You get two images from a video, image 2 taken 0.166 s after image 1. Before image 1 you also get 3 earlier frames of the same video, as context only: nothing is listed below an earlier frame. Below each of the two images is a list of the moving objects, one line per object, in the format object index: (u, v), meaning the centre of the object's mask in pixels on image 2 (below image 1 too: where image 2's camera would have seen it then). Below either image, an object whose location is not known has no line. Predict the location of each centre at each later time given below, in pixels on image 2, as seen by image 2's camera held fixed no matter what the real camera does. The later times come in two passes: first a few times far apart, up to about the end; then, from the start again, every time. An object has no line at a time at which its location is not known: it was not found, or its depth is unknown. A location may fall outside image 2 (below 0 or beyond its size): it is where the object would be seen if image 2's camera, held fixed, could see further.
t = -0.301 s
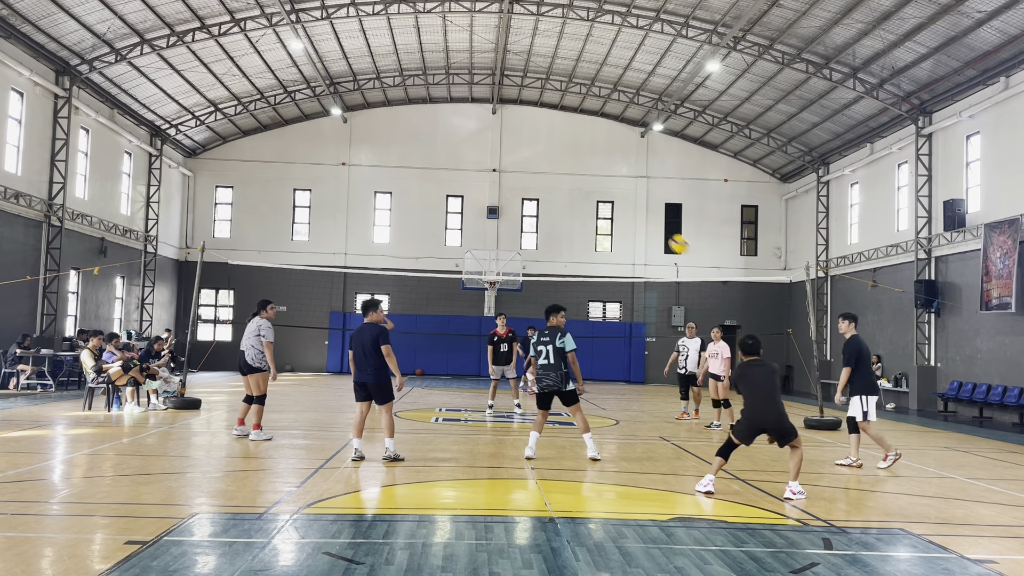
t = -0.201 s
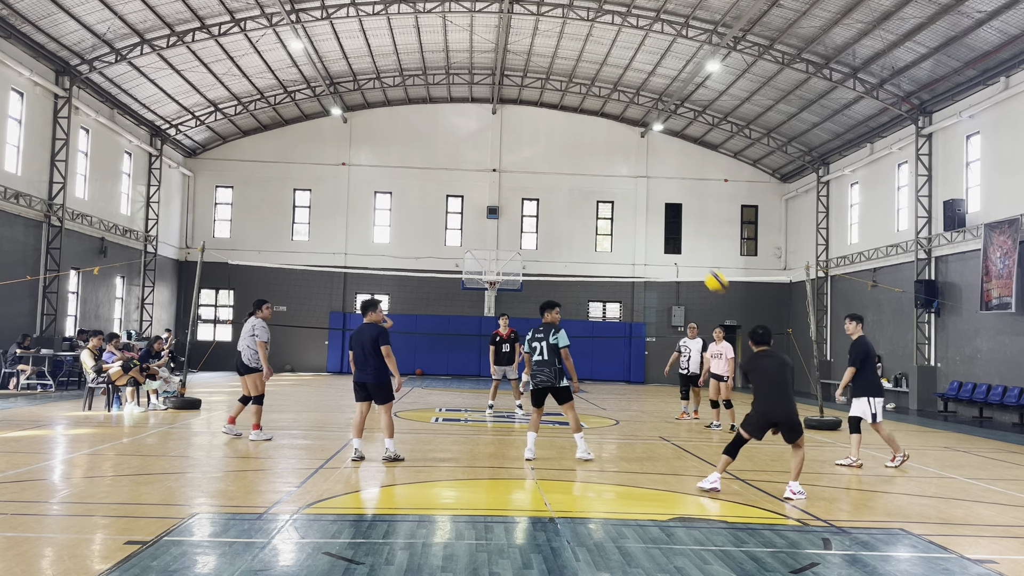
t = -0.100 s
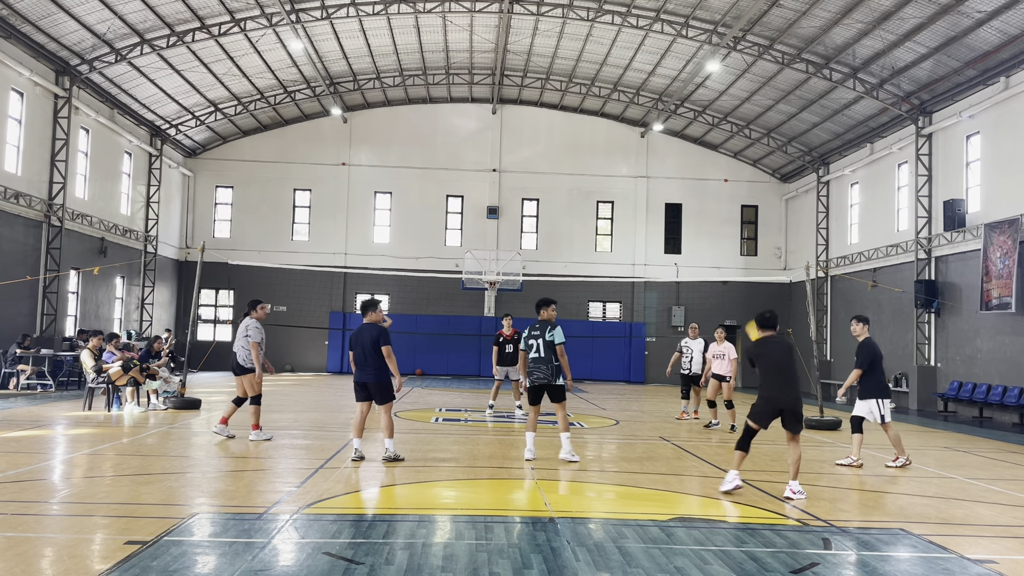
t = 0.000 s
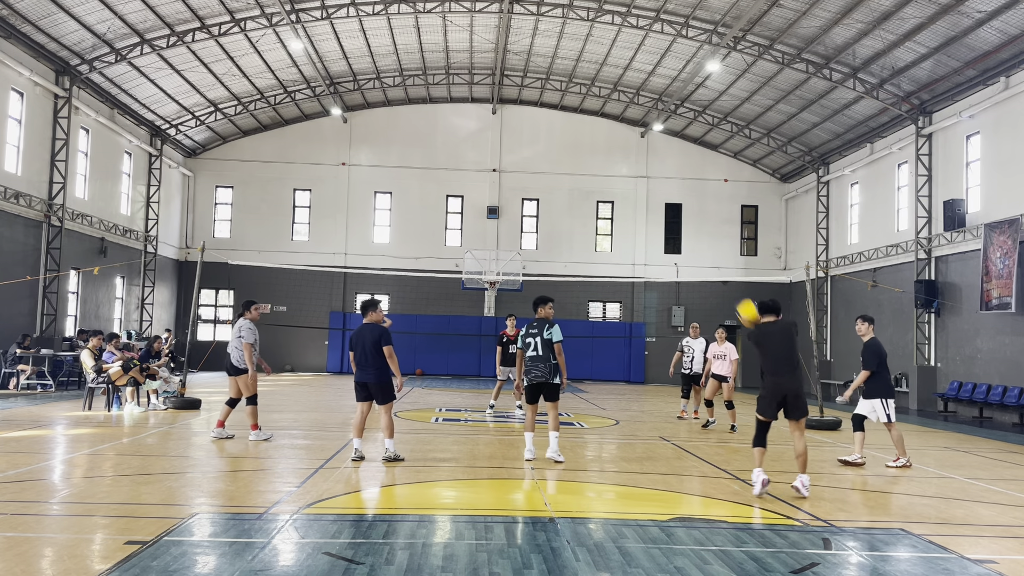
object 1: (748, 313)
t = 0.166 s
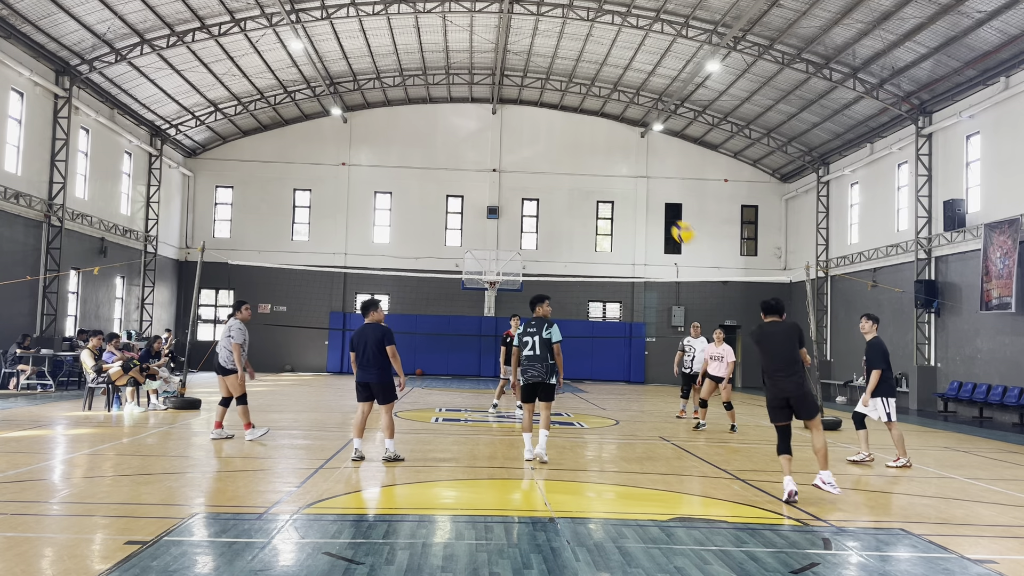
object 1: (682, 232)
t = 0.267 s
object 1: (649, 203)
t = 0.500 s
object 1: (578, 179)
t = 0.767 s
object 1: (508, 207)
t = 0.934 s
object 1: (470, 250)
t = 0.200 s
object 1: (672, 222)
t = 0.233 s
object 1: (661, 212)
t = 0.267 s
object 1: (649, 203)
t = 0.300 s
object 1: (638, 196)
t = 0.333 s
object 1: (627, 190)
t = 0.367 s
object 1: (617, 186)
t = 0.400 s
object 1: (606, 183)
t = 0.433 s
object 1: (597, 180)
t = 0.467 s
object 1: (587, 179)
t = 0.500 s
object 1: (578, 179)
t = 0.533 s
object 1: (569, 179)
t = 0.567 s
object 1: (560, 181)
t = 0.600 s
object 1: (551, 183)
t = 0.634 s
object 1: (542, 186)
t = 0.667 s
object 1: (533, 191)
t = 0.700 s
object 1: (525, 195)
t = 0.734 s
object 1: (516, 201)
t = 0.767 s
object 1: (508, 207)
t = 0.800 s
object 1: (501, 214)
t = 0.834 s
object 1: (493, 222)
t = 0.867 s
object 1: (485, 231)
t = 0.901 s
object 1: (478, 240)
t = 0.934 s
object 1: (470, 250)
